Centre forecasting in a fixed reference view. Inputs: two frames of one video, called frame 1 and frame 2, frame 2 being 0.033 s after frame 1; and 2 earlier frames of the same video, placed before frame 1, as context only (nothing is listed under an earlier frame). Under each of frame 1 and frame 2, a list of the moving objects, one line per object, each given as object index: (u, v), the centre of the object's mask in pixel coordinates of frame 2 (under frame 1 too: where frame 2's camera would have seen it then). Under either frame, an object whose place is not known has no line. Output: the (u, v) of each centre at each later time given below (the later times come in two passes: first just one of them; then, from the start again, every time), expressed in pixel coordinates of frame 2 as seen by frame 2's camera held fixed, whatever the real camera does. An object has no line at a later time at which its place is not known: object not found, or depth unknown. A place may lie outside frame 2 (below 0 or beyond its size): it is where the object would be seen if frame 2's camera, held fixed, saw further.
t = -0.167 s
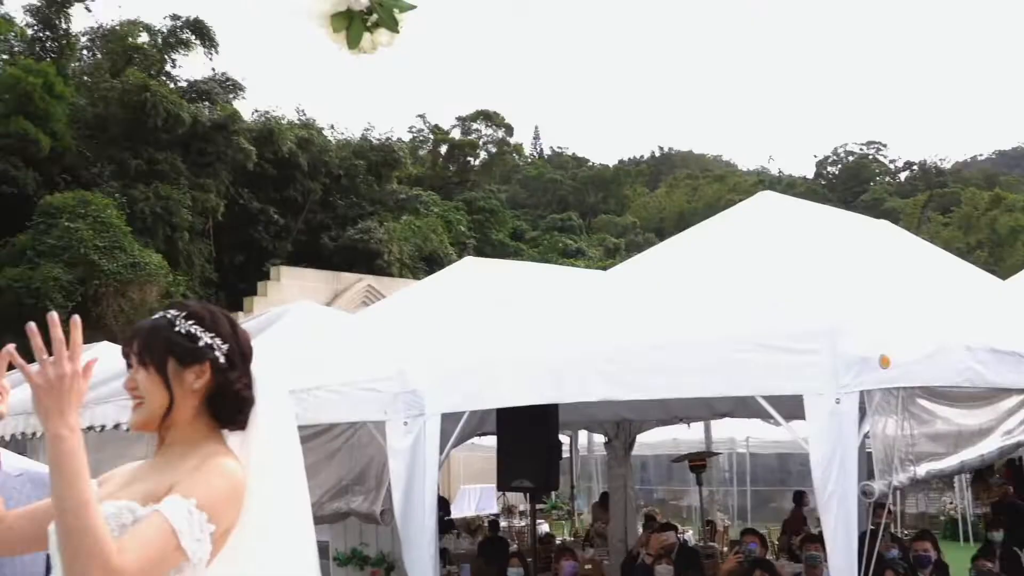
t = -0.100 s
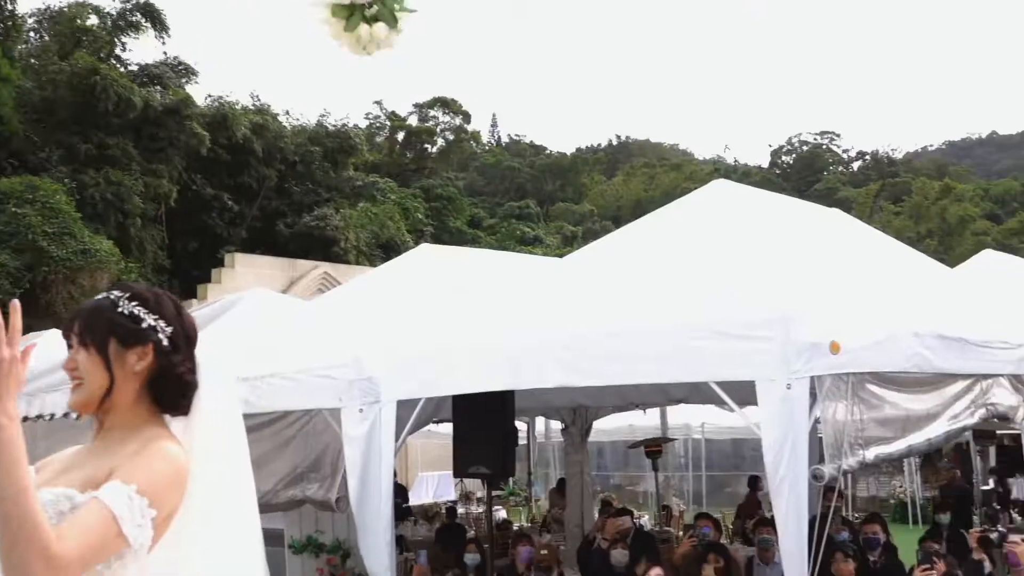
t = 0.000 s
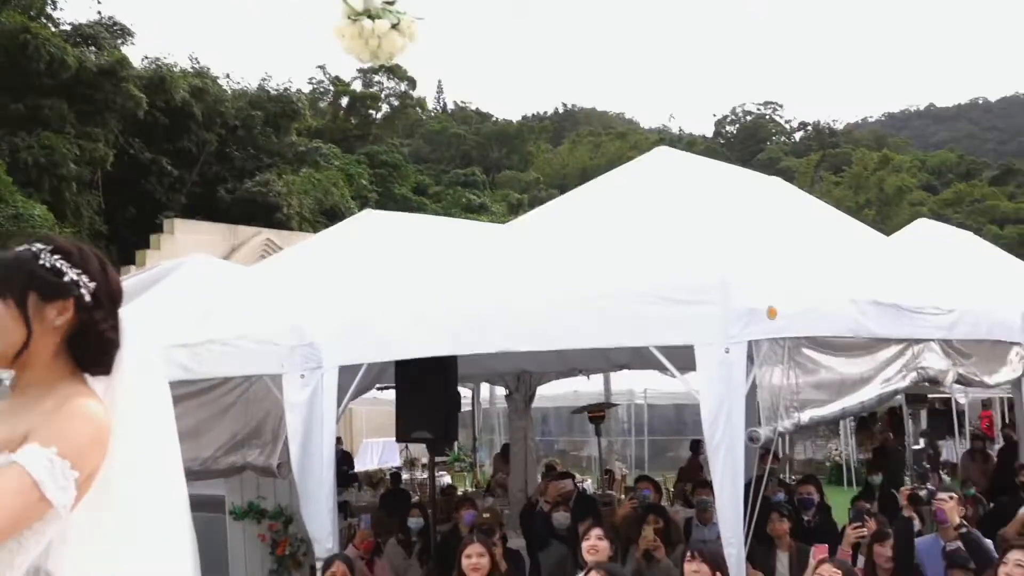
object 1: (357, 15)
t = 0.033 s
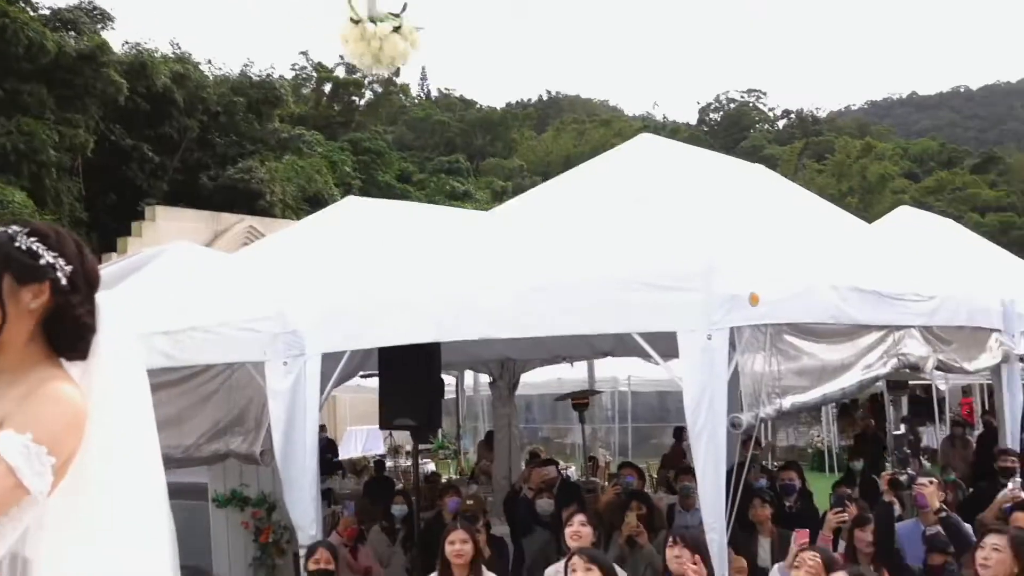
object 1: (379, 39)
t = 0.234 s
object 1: (492, 209)
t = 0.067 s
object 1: (398, 64)
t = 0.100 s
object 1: (419, 92)
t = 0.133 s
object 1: (439, 123)
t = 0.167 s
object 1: (452, 147)
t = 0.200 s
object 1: (470, 170)
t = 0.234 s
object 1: (492, 209)
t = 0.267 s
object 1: (517, 275)
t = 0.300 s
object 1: (535, 320)
